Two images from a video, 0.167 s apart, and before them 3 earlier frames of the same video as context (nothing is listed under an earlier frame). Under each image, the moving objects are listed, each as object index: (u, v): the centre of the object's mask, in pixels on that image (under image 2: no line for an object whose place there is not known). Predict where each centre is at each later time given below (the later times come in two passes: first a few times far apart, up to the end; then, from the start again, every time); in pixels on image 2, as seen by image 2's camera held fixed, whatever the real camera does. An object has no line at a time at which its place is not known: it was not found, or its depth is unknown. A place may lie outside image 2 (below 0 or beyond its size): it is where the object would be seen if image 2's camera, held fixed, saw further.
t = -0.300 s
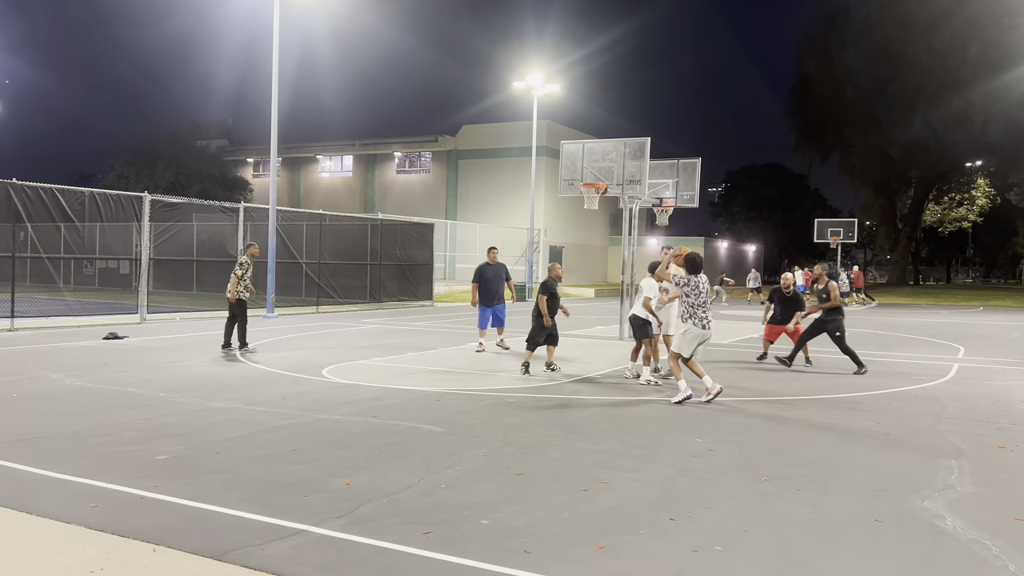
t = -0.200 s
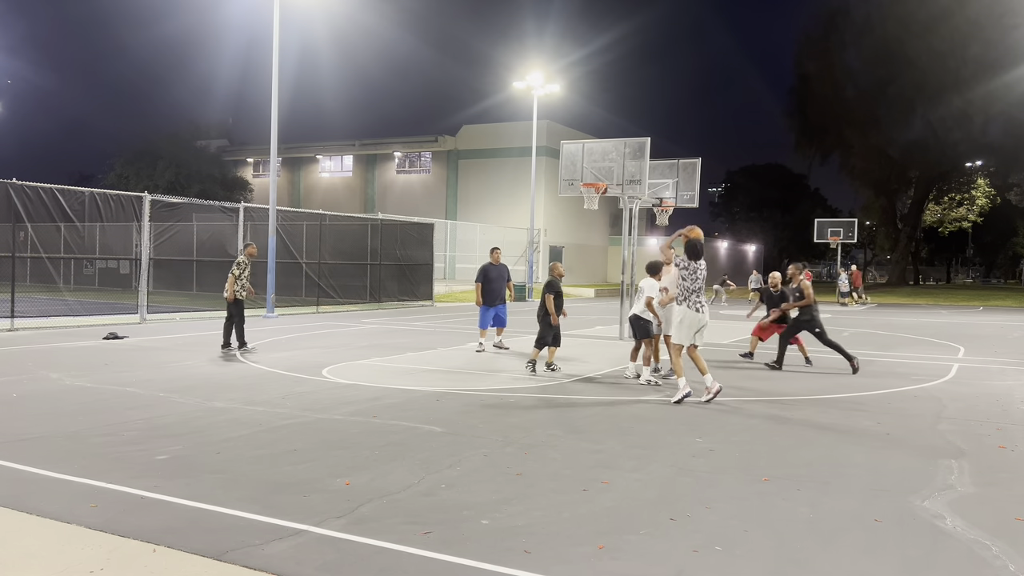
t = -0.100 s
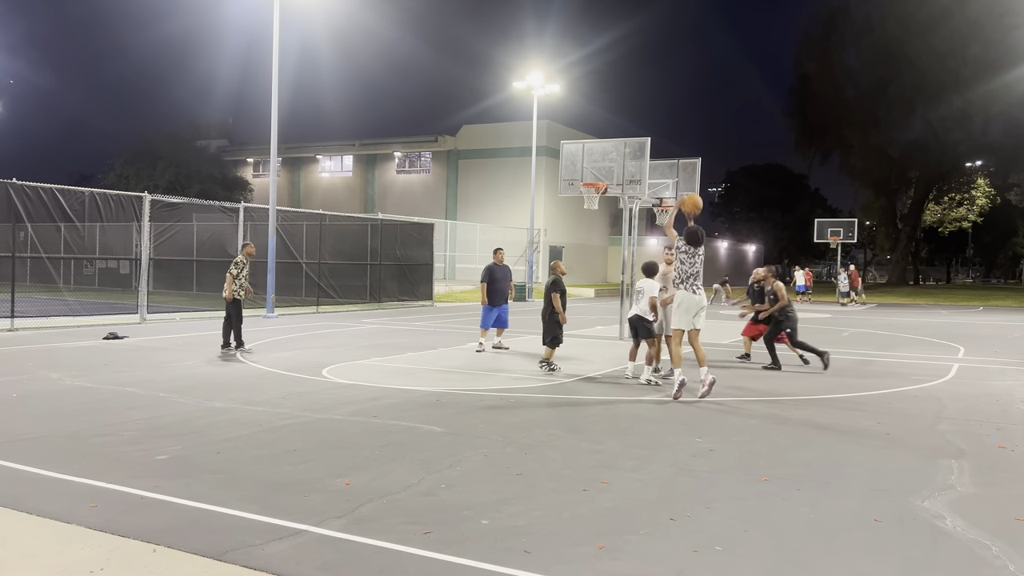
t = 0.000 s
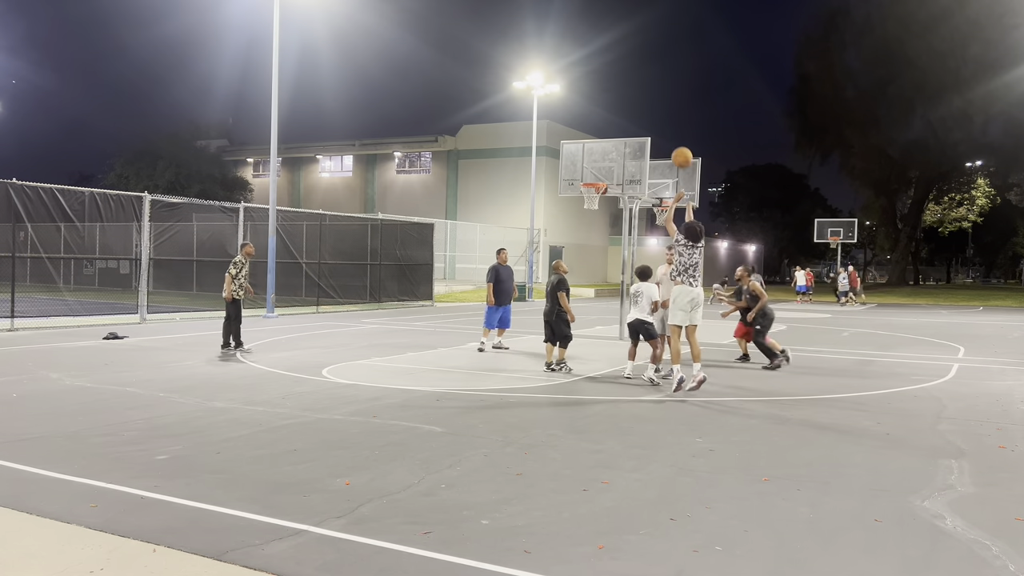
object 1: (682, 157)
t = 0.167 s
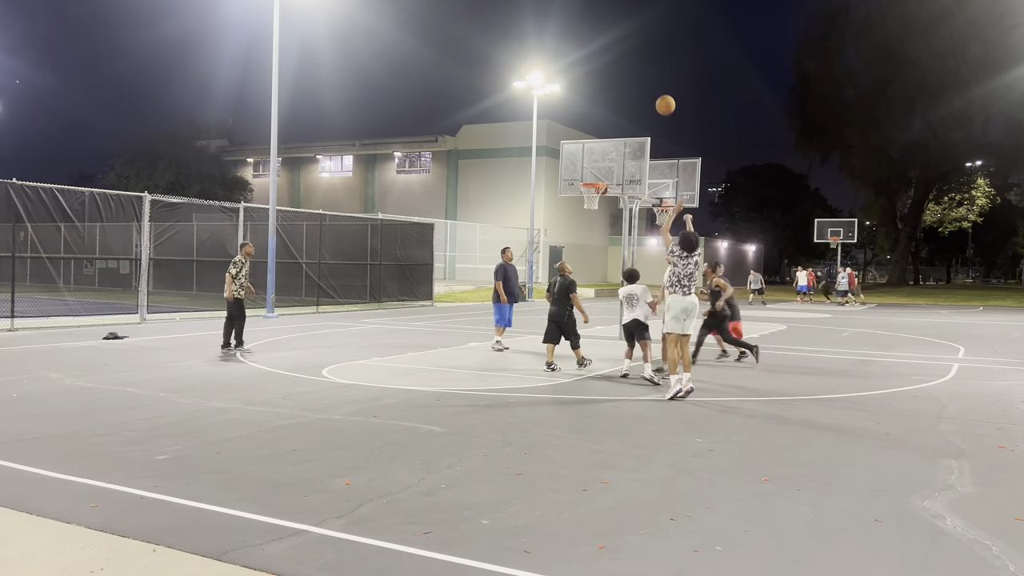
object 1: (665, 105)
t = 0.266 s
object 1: (656, 86)
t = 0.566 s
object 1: (631, 77)
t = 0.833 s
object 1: (611, 115)
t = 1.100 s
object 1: (594, 175)
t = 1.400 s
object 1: (586, 153)
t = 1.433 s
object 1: (584, 152)
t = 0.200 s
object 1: (662, 98)
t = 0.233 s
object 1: (659, 92)
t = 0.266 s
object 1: (656, 86)
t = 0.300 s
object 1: (653, 82)
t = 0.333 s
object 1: (650, 79)
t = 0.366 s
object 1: (647, 76)
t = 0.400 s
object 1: (644, 75)
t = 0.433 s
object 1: (642, 74)
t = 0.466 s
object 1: (639, 74)
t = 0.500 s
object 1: (636, 74)
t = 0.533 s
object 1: (634, 76)
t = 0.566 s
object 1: (631, 77)
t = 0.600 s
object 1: (628, 80)
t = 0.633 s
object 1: (626, 83)
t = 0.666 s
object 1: (623, 87)
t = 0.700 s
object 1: (621, 92)
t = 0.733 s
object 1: (618, 97)
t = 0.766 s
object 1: (616, 102)
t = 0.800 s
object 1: (613, 109)
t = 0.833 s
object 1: (611, 115)
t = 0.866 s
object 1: (609, 122)
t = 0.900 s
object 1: (606, 129)
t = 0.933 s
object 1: (604, 137)
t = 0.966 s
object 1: (601, 146)
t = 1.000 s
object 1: (599, 155)
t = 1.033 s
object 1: (596, 164)
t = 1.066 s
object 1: (595, 173)
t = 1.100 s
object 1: (594, 175)
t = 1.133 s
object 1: (593, 171)
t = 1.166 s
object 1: (593, 167)
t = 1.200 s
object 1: (591, 163)
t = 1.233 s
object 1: (591, 161)
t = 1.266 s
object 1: (590, 158)
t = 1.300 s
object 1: (589, 157)
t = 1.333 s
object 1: (589, 155)
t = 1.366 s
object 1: (588, 154)
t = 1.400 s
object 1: (586, 153)
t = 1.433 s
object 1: (584, 152)
